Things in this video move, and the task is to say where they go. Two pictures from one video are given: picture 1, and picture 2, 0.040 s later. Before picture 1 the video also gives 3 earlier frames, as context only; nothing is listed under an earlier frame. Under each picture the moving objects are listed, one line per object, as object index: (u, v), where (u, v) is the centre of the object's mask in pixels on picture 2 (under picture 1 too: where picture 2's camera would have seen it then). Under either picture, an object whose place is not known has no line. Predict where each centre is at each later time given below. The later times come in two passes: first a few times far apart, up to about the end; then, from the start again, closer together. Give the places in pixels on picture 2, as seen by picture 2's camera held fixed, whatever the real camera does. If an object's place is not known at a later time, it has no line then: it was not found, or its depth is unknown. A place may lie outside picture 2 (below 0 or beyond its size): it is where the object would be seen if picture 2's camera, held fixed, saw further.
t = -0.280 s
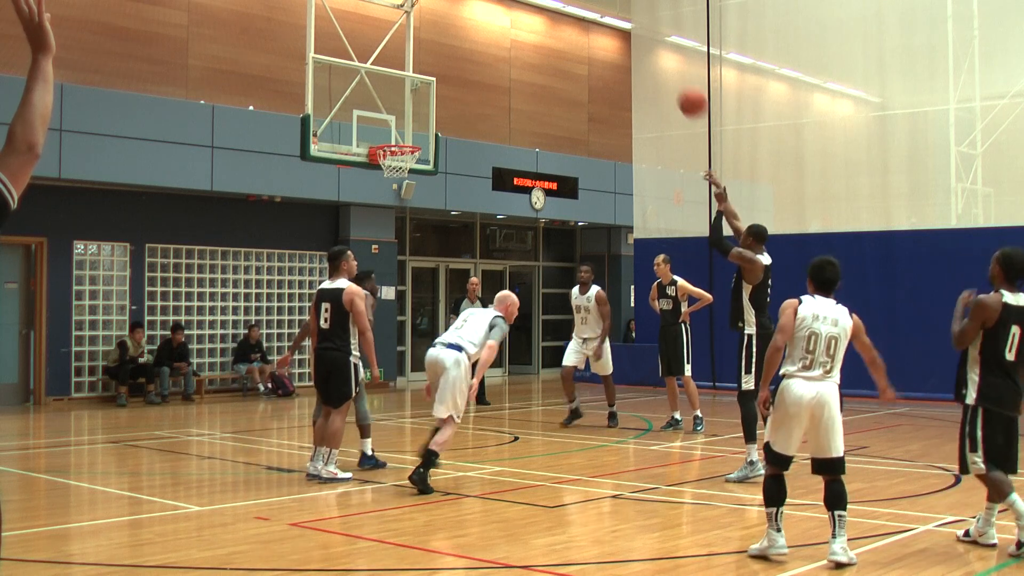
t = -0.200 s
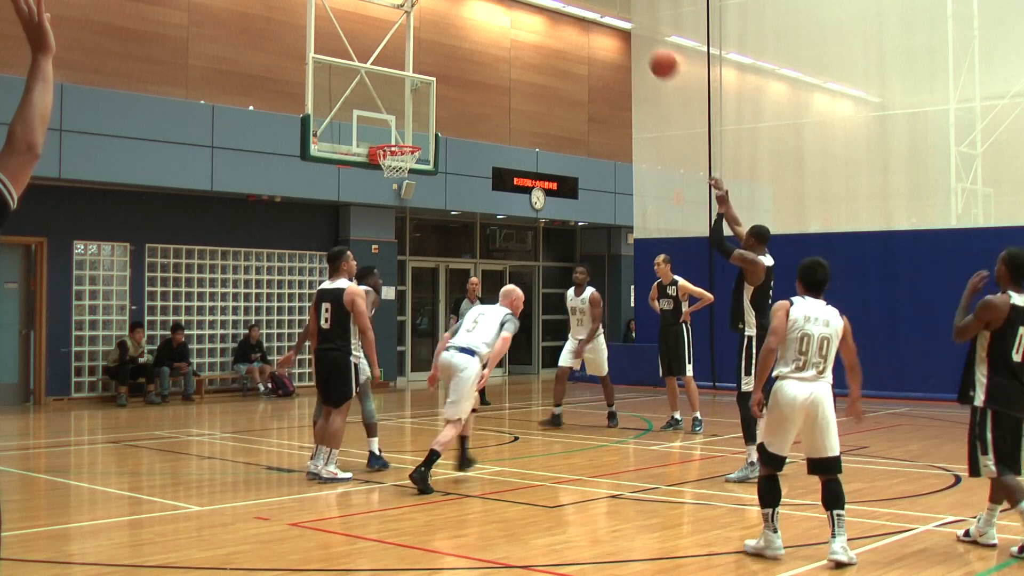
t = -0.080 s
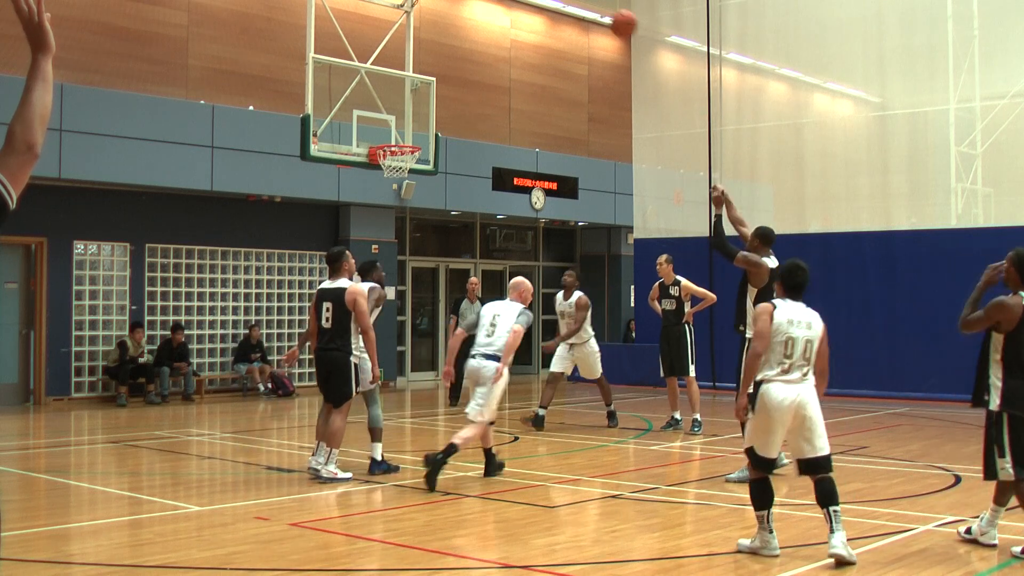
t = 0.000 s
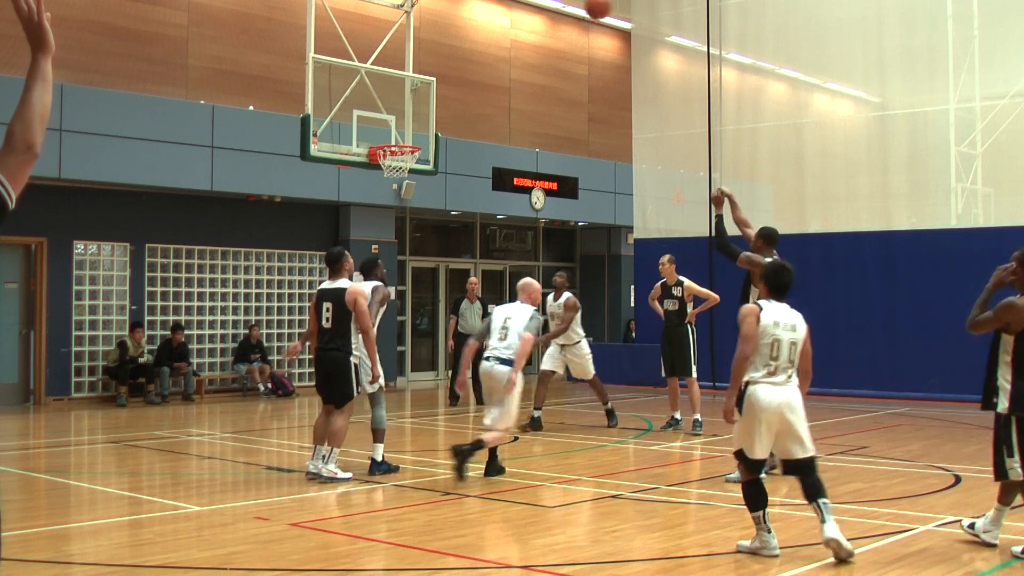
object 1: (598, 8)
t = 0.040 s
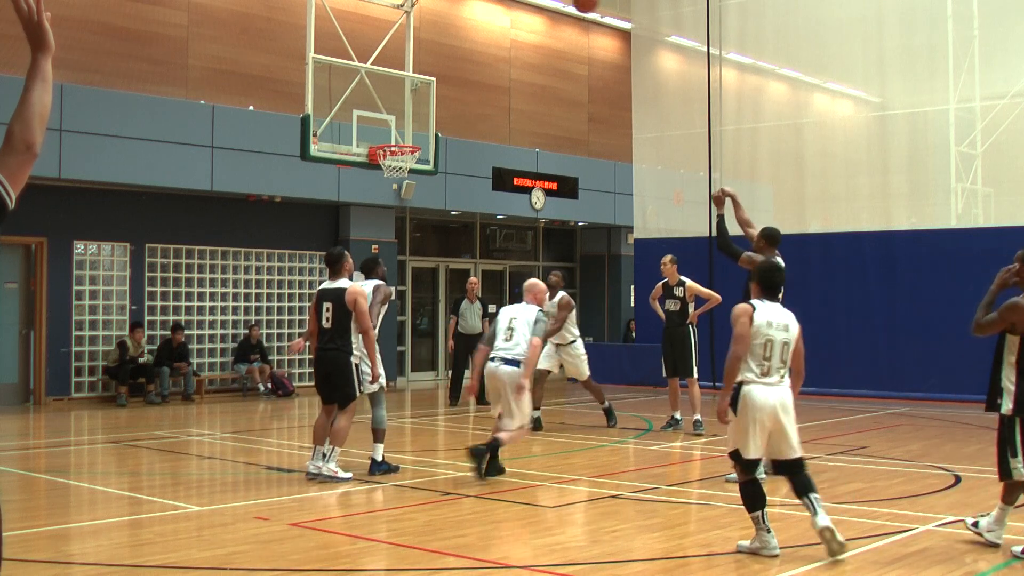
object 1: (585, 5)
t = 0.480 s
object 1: (465, 38)
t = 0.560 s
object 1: (445, 63)
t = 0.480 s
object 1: (465, 38)
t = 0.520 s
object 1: (455, 51)
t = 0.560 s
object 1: (445, 63)
